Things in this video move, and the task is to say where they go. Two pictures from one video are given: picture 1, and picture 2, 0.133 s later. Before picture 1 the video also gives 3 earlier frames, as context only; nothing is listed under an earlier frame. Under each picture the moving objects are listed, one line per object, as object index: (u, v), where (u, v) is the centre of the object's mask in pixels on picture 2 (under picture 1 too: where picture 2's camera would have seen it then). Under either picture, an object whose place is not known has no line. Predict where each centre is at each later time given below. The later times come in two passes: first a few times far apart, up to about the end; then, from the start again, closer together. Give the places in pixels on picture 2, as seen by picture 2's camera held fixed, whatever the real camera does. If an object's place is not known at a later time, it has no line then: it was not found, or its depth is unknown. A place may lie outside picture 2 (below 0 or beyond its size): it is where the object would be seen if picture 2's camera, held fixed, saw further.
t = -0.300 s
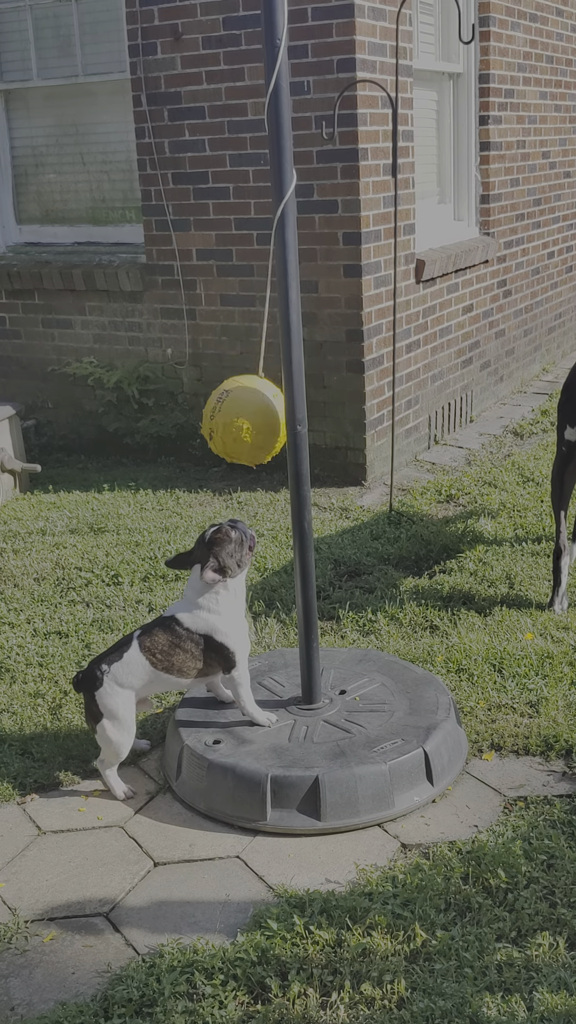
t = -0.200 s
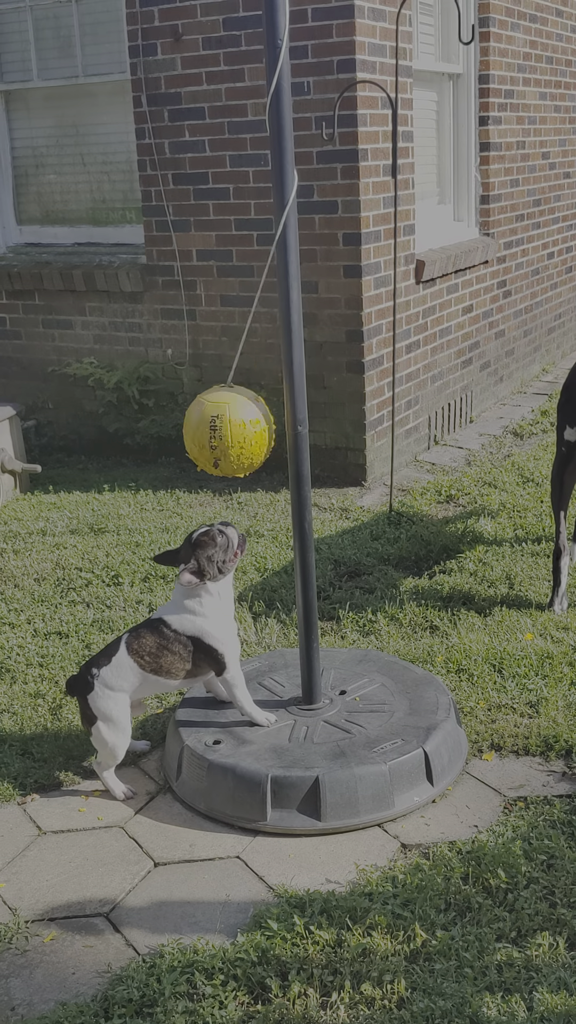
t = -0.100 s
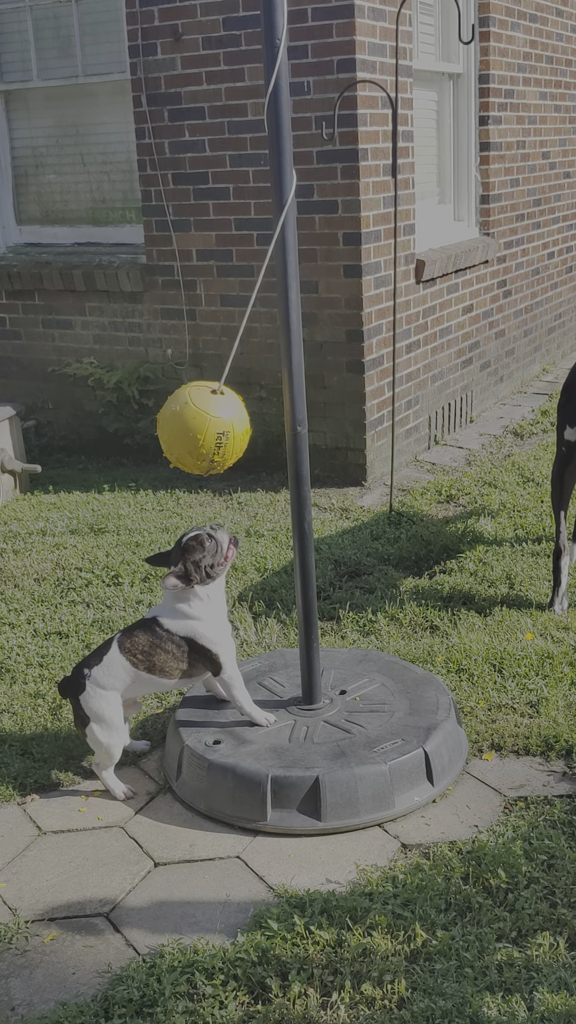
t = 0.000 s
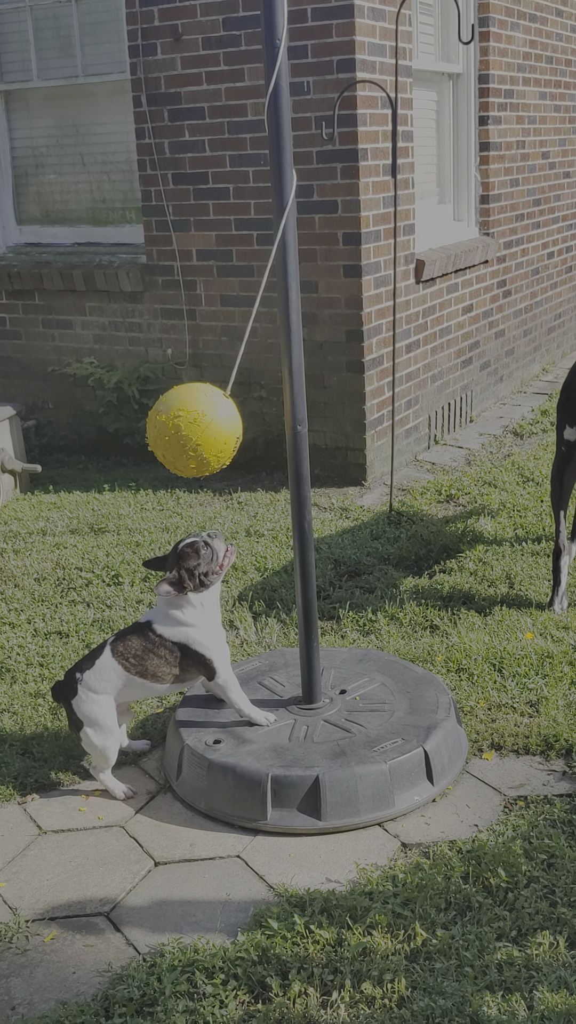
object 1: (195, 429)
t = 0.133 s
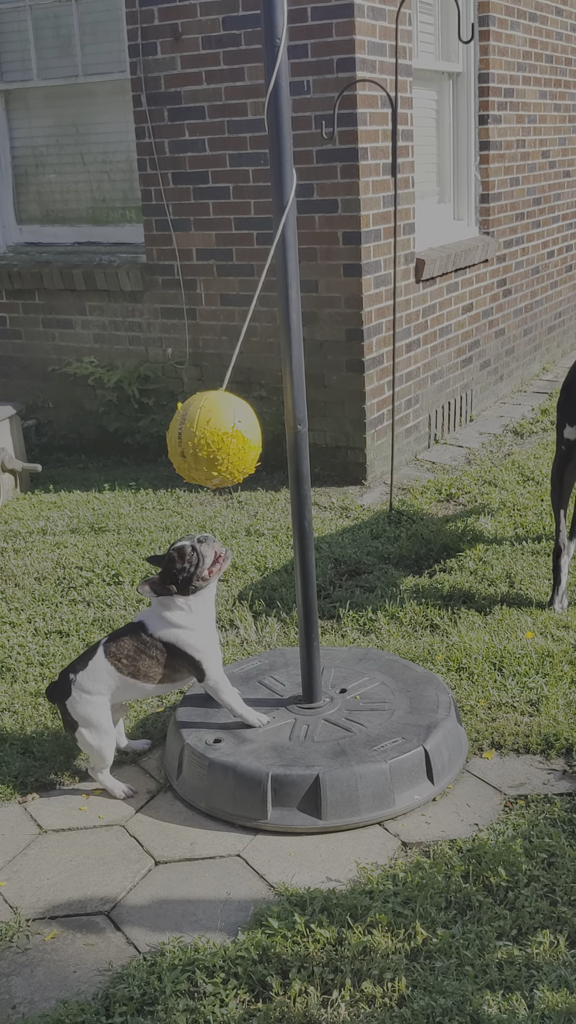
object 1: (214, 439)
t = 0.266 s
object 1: (260, 451)
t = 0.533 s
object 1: (369, 448)
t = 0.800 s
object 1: (398, 425)
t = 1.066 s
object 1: (336, 427)
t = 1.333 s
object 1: (221, 438)
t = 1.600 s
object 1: (160, 450)
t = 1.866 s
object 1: (205, 473)
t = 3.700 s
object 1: (107, 461)
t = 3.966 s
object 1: (109, 483)
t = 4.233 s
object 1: (195, 502)
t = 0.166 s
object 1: (224, 442)
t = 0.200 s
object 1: (235, 445)
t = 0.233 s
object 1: (247, 448)
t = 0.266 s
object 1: (260, 451)
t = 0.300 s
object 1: (274, 453)
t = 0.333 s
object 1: (288, 455)
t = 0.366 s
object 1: (303, 455)
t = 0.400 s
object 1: (317, 454)
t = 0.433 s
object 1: (330, 454)
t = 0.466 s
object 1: (345, 453)
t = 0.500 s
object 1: (357, 451)
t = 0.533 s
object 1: (369, 448)
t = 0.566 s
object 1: (379, 444)
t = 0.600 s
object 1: (387, 439)
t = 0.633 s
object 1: (393, 435)
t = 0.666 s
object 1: (397, 431)
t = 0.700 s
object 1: (400, 429)
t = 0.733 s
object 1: (401, 428)
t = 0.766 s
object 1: (400, 427)
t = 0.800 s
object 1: (398, 425)
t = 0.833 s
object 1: (394, 424)
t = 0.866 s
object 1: (389, 422)
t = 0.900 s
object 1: (381, 421)
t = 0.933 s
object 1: (373, 420)
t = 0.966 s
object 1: (364, 421)
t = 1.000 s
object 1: (354, 424)
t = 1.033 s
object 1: (344, 426)
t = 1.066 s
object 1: (336, 427)
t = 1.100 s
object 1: (330, 428)
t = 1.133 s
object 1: (308, 429)
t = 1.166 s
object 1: (283, 430)
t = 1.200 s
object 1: (261, 432)
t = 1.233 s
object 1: (254, 434)
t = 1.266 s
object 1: (246, 436)
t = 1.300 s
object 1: (233, 438)
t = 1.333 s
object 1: (221, 438)
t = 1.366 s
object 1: (210, 439)
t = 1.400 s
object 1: (199, 440)
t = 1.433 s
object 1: (188, 441)
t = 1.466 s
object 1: (179, 442)
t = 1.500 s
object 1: (171, 445)
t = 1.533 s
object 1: (165, 447)
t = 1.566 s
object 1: (162, 448)
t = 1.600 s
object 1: (160, 450)
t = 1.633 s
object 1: (161, 452)
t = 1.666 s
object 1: (162, 454)
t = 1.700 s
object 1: (166, 457)
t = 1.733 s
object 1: (171, 461)
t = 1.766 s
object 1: (177, 465)
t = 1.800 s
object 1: (185, 468)
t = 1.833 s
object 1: (194, 471)
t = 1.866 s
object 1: (205, 473)
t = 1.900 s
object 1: (217, 474)
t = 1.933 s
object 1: (231, 477)
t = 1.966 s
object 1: (246, 479)
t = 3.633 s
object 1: (117, 456)
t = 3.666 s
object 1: (112, 459)
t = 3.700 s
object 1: (107, 461)
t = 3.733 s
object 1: (102, 464)
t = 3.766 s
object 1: (99, 467)
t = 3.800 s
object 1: (98, 469)
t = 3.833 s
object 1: (97, 472)
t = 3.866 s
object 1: (98, 475)
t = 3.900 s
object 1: (100, 478)
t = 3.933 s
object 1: (103, 481)
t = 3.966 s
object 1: (109, 483)
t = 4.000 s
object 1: (115, 486)
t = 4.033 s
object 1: (123, 489)
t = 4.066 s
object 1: (133, 492)
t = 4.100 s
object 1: (143, 494)
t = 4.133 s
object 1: (155, 497)
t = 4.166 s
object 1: (167, 498)
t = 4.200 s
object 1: (181, 500)
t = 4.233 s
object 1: (195, 502)
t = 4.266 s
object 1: (209, 503)
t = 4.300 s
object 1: (225, 504)
